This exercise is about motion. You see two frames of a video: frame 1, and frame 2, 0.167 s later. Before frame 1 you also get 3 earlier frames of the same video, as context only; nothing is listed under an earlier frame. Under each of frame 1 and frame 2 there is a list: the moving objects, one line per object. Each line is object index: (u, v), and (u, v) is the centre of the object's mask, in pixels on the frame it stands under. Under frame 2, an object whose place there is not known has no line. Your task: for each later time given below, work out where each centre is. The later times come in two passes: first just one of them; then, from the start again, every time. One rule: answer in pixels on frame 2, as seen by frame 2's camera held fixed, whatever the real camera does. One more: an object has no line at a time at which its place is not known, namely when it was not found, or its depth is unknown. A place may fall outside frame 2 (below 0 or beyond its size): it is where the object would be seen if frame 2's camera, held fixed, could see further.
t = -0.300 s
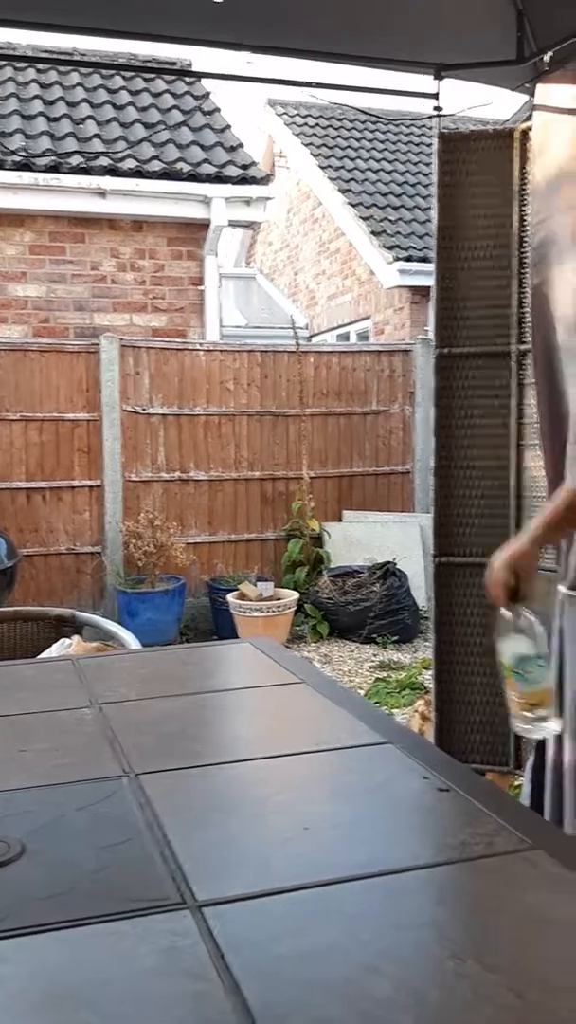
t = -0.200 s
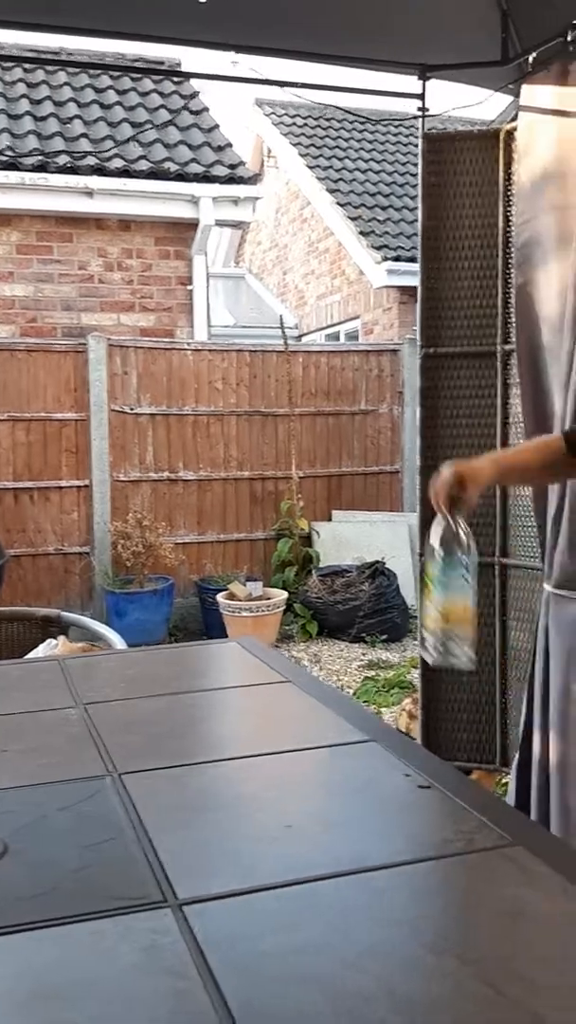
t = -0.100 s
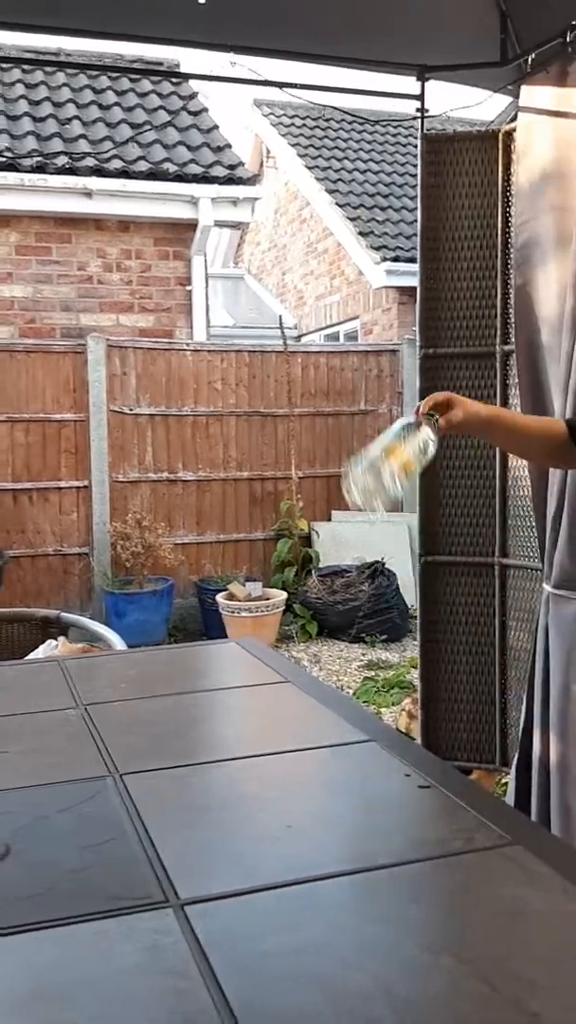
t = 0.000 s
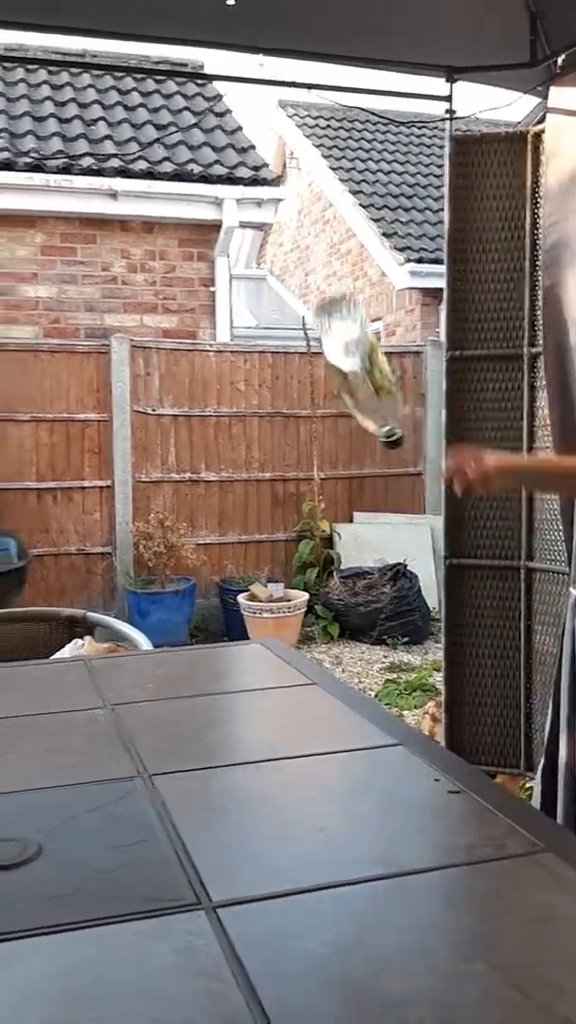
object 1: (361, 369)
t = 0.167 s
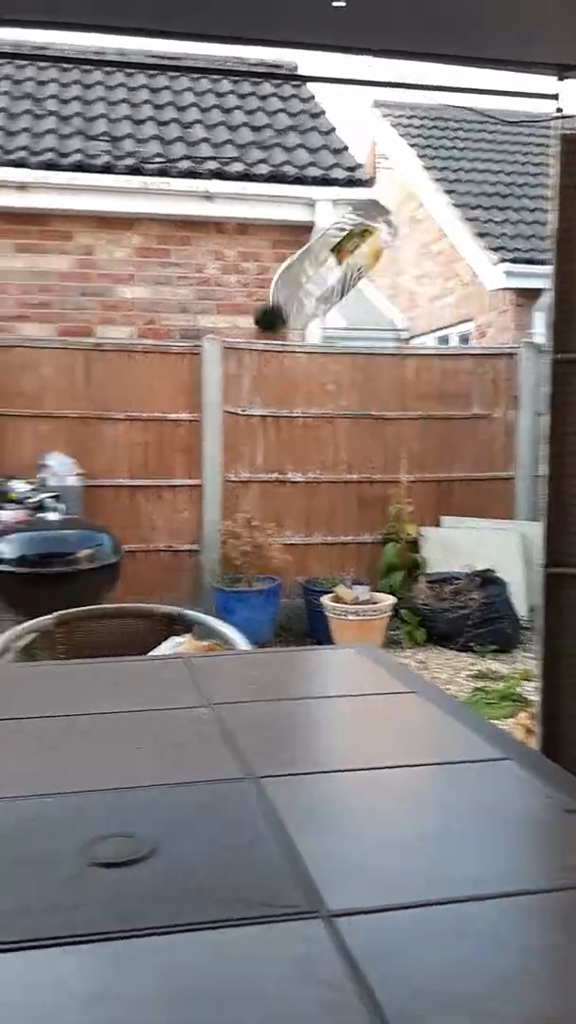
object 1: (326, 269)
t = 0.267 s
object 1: (272, 270)
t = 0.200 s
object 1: (305, 260)
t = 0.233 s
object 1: (288, 259)
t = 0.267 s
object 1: (272, 270)
